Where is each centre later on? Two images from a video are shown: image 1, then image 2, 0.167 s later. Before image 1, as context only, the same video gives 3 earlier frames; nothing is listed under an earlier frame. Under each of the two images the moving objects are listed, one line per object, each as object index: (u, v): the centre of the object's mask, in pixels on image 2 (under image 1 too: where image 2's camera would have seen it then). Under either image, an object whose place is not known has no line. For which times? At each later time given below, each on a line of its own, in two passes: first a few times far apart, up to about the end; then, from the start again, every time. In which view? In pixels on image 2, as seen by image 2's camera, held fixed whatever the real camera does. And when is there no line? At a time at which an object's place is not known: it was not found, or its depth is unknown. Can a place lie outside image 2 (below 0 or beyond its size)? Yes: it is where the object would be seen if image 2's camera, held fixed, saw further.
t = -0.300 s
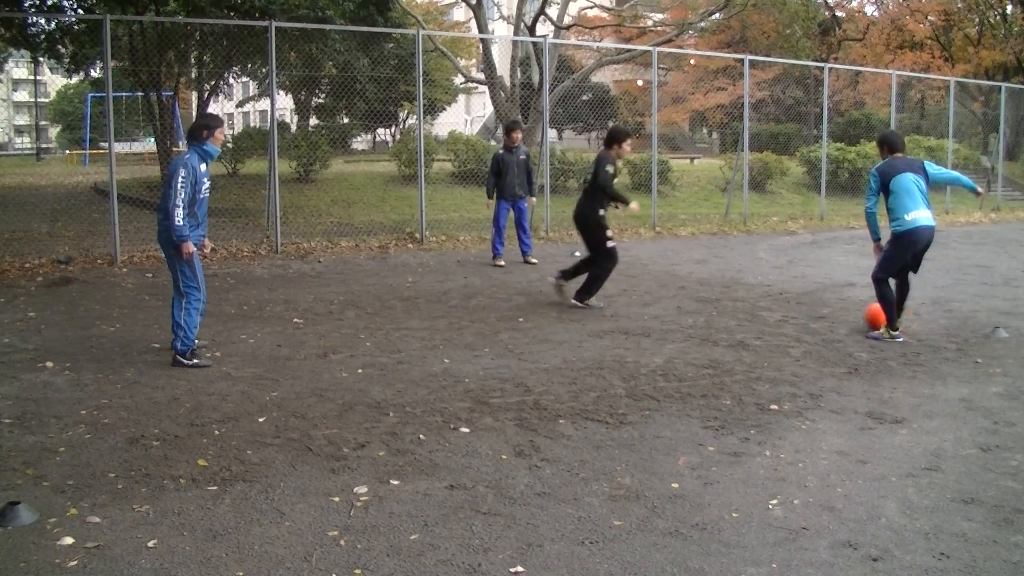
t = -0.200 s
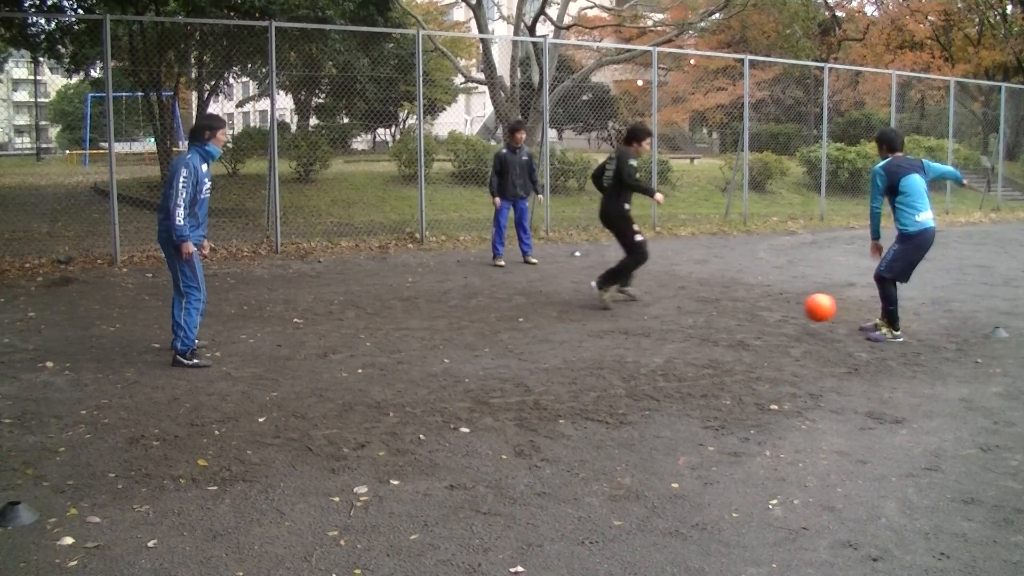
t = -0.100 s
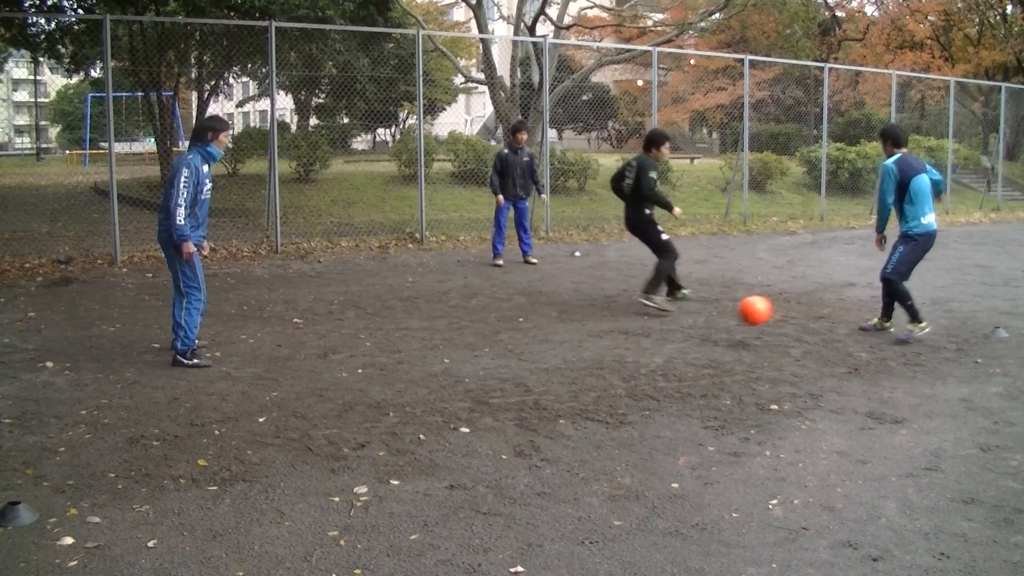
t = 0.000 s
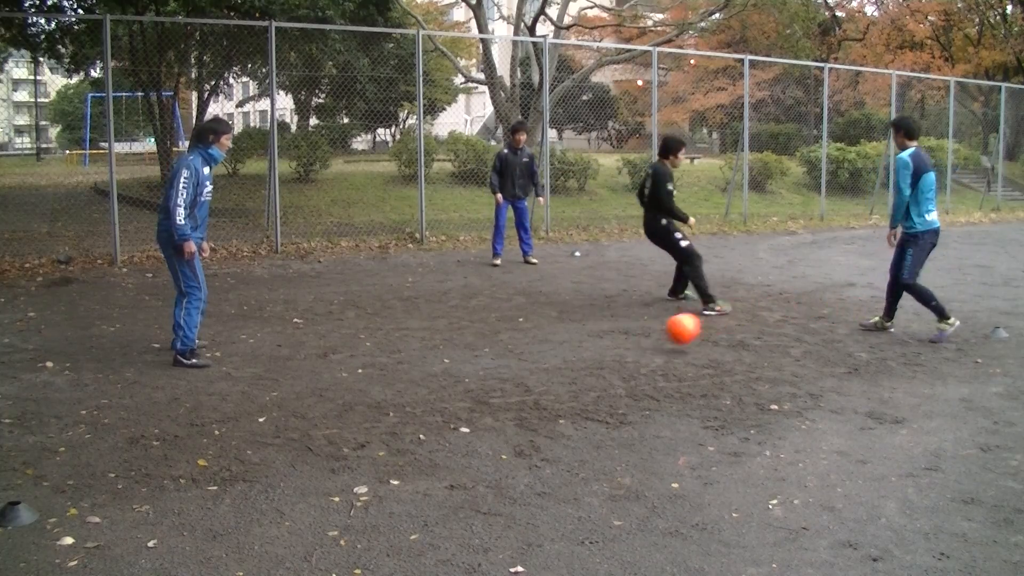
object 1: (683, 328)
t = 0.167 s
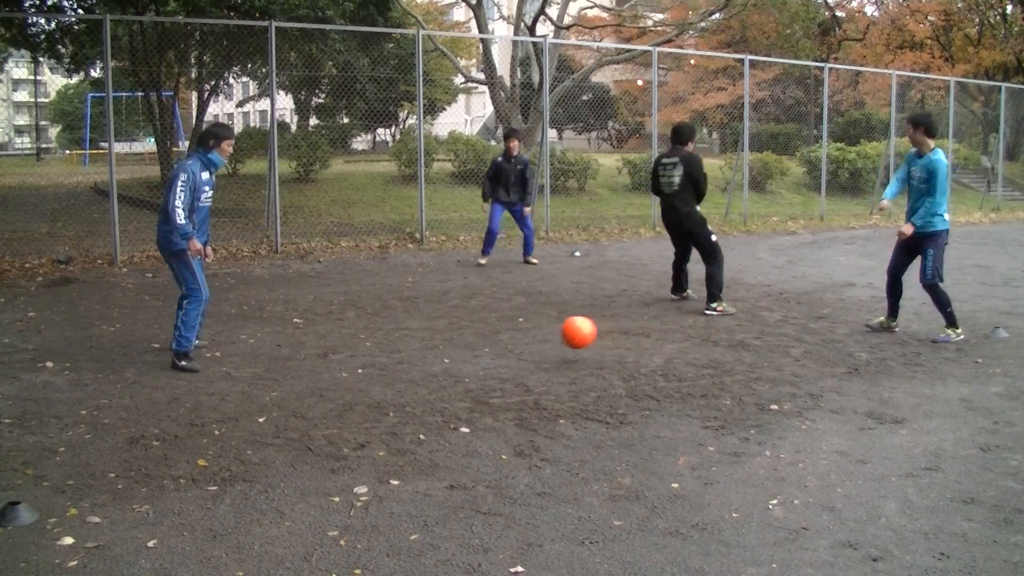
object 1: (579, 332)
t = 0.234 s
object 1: (538, 337)
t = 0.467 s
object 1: (383, 352)
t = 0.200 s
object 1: (558, 333)
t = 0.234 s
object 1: (538, 337)
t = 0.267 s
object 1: (516, 342)
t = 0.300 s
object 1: (495, 349)
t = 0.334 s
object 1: (473, 358)
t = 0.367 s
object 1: (450, 355)
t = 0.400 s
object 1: (428, 351)
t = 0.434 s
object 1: (406, 351)
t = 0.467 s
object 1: (383, 352)
